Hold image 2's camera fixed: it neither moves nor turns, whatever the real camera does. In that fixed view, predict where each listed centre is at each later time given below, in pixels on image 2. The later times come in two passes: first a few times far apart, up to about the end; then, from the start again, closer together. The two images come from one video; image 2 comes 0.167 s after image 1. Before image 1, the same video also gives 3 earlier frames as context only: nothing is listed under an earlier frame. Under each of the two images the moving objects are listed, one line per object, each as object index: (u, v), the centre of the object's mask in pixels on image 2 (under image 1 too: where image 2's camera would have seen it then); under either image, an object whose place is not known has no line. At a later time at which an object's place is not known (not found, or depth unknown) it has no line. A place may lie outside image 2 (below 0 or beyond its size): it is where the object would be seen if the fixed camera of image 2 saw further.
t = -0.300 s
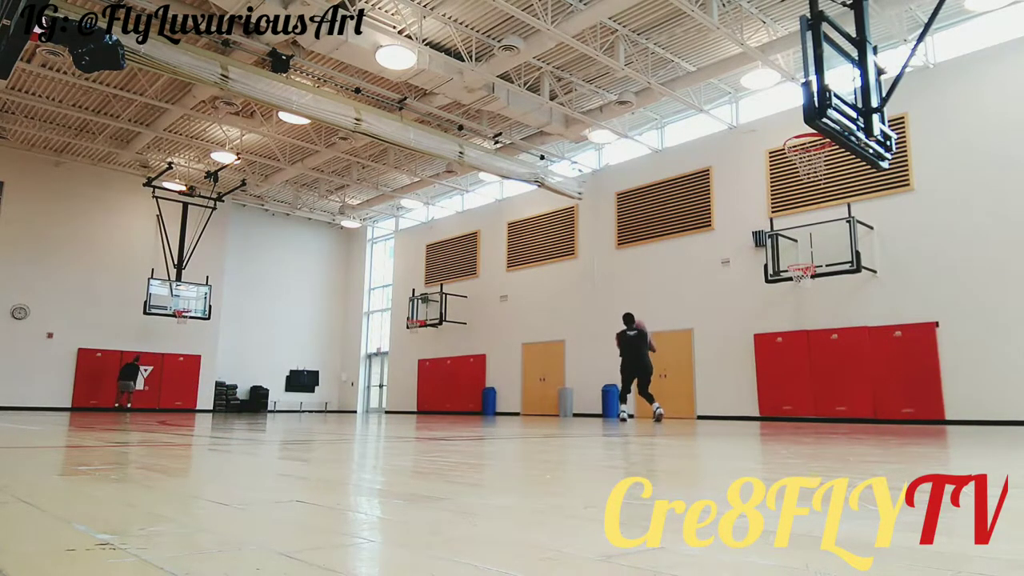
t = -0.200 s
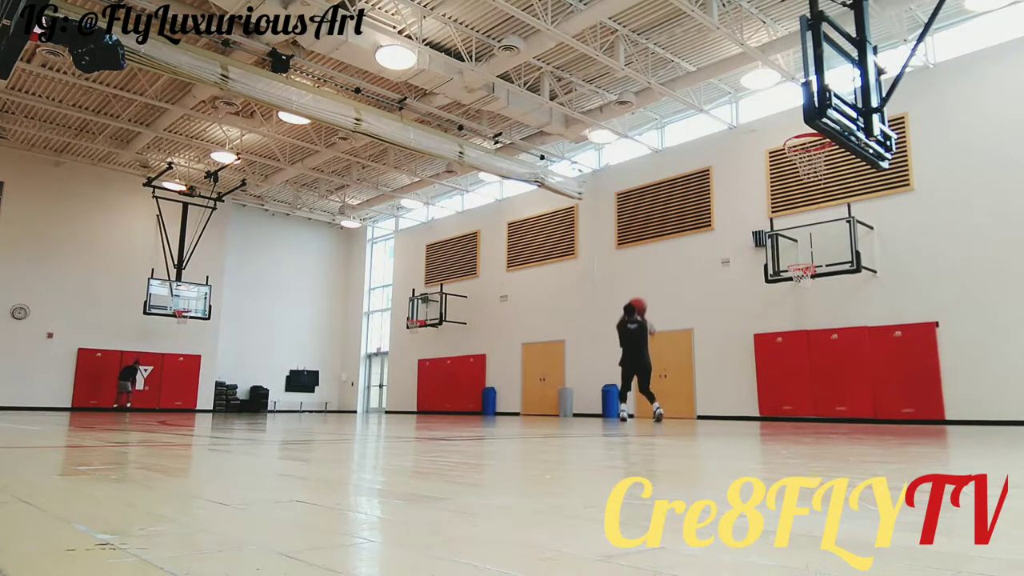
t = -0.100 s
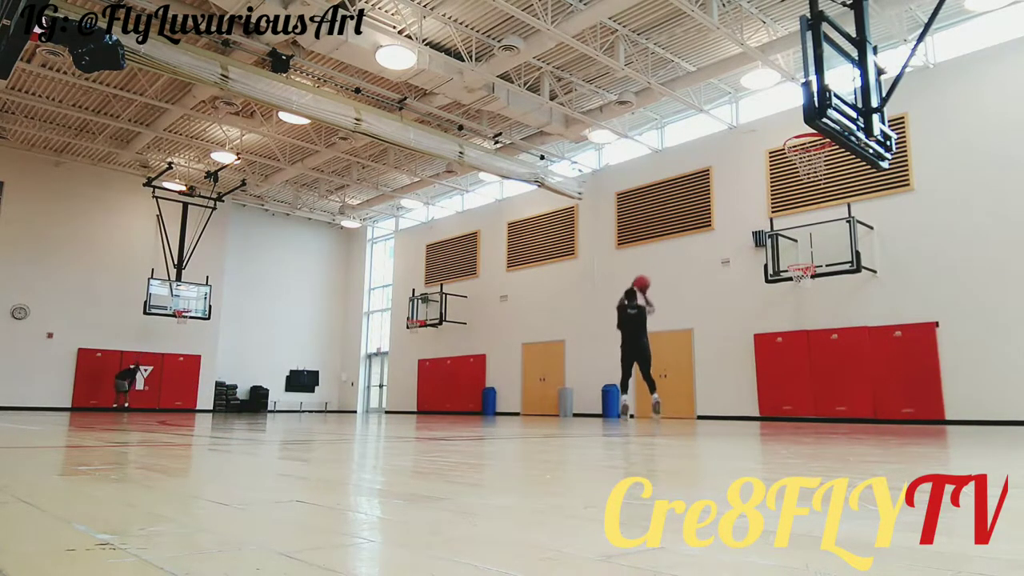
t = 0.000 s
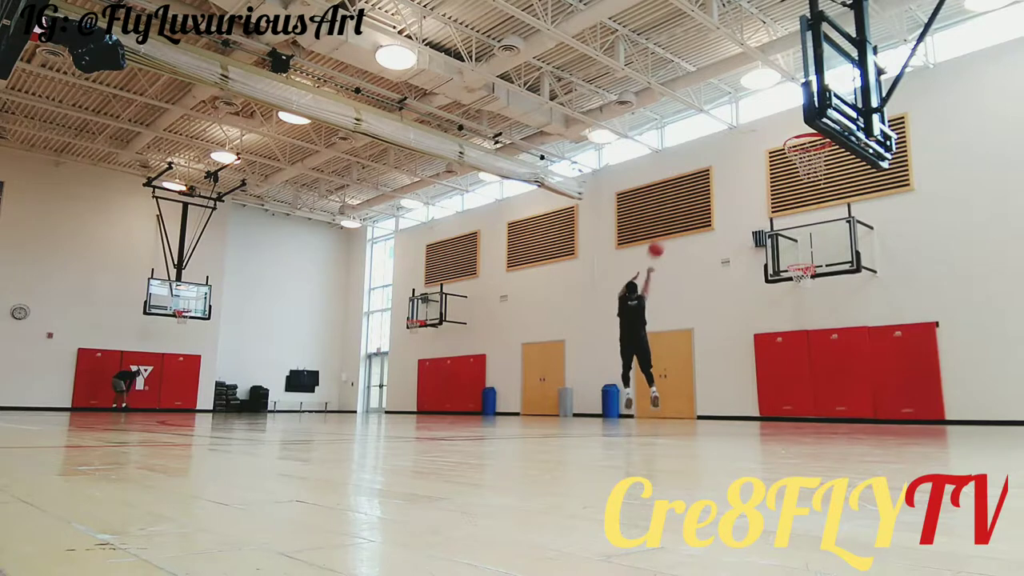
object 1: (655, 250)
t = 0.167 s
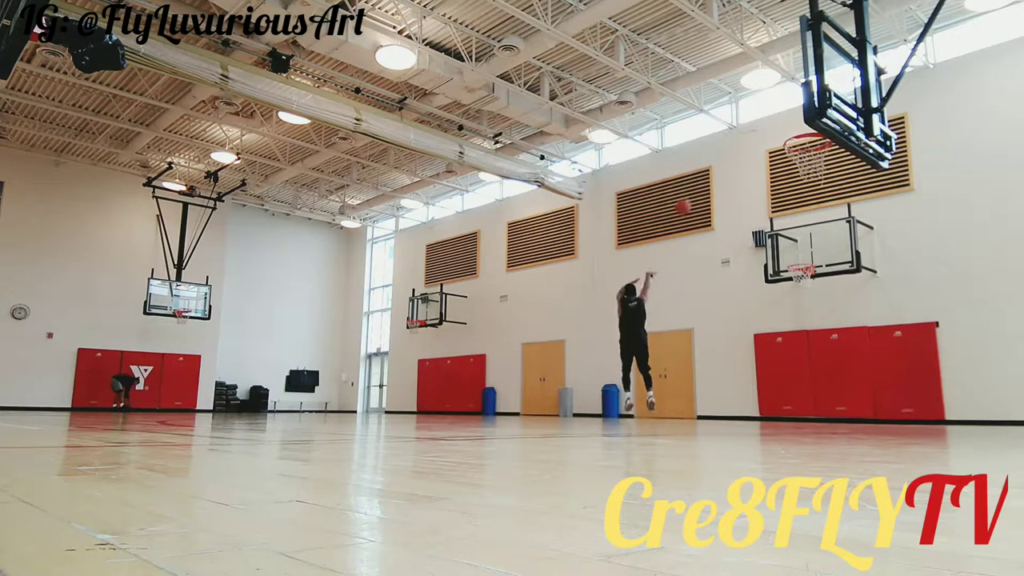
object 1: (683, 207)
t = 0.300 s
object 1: (702, 188)
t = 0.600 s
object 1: (740, 185)
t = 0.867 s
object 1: (770, 220)
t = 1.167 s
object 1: (802, 269)
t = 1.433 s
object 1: (791, 273)
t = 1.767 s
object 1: (799, 288)
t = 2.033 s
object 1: (817, 322)
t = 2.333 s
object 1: (844, 404)
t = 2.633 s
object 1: (857, 363)
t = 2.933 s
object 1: (871, 344)
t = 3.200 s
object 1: (889, 365)
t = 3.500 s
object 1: (909, 408)
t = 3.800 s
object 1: (923, 376)
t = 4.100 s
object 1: (941, 390)
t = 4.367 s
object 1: (953, 405)
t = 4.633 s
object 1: (959, 396)
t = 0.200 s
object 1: (688, 201)
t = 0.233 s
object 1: (692, 196)
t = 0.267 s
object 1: (697, 192)
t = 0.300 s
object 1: (702, 188)
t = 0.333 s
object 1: (706, 186)
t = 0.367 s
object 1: (710, 184)
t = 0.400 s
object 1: (715, 182)
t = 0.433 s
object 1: (719, 181)
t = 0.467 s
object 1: (723, 181)
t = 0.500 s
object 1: (728, 181)
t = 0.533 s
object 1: (732, 182)
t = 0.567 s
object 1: (736, 183)
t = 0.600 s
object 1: (740, 185)
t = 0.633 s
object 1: (744, 188)
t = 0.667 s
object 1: (748, 191)
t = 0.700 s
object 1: (751, 195)
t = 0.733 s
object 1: (755, 199)
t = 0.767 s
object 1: (759, 203)
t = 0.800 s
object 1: (762, 208)
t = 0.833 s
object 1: (766, 214)
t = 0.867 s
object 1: (770, 220)
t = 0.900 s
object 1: (774, 225)
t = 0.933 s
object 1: (778, 233)
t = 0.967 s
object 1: (781, 239)
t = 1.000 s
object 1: (785, 248)
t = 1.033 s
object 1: (788, 256)
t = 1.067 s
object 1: (792, 263)
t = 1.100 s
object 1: (796, 266)
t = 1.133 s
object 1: (799, 268)
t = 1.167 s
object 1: (802, 269)
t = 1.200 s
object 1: (804, 269)
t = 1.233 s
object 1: (803, 270)
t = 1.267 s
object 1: (802, 271)
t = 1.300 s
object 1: (801, 273)
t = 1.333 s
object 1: (799, 272)
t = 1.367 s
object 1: (796, 273)
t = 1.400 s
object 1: (793, 273)
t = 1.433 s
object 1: (791, 273)
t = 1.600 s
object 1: (790, 279)
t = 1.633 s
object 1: (792, 280)
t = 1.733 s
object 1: (796, 285)
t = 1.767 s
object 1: (799, 288)
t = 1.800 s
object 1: (802, 290)
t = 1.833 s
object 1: (803, 292)
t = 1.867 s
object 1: (806, 296)
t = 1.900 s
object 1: (808, 300)
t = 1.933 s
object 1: (810, 305)
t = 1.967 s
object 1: (813, 310)
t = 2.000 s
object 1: (815, 315)
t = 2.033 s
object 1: (817, 322)
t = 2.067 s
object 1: (820, 327)
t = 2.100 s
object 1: (824, 335)
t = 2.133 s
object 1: (827, 343)
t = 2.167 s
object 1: (830, 353)
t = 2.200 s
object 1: (832, 361)
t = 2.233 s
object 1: (835, 371)
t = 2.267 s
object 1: (839, 381)
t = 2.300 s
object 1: (841, 392)
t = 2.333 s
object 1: (844, 404)
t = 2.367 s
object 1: (845, 416)
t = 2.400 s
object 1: (847, 410)
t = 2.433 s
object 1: (849, 401)
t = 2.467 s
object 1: (850, 393)
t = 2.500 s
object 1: (851, 386)
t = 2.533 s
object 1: (853, 379)
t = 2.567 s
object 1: (854, 373)
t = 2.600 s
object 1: (856, 368)
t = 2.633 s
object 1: (857, 363)
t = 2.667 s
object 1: (858, 359)
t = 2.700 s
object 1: (860, 355)
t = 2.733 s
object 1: (861, 352)
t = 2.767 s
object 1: (862, 349)
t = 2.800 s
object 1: (864, 348)
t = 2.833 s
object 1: (866, 346)
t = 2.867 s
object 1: (867, 345)
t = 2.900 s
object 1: (869, 344)
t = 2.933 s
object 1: (871, 344)
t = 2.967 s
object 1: (873, 345)
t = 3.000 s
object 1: (876, 346)
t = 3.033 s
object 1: (877, 348)
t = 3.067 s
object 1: (879, 350)
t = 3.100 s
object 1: (881, 353)
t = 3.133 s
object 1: (885, 356)
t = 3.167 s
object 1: (887, 360)
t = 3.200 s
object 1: (889, 365)
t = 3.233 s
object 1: (892, 370)
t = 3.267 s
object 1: (894, 375)
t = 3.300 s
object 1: (896, 382)
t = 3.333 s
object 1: (898, 389)
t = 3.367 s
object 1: (901, 397)
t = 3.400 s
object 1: (904, 405)
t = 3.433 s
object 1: (908, 415)
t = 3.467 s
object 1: (909, 414)
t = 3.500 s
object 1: (909, 408)
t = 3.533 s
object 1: (910, 402)
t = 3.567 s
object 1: (912, 397)
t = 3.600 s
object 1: (913, 392)
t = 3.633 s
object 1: (915, 388)
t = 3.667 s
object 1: (916, 384)
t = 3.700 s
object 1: (918, 382)
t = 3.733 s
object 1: (920, 379)
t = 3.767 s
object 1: (921, 377)
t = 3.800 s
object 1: (923, 376)
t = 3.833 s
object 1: (924, 375)
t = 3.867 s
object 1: (926, 374)
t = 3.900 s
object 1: (928, 375)
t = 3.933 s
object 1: (929, 376)
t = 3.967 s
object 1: (932, 377)
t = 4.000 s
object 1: (934, 379)
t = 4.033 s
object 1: (936, 382)
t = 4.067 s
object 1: (937, 385)
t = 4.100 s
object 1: (941, 390)
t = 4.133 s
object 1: (944, 396)
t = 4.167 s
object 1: (946, 400)
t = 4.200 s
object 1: (947, 406)
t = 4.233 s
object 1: (949, 413)
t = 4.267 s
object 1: (950, 418)
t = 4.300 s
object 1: (951, 414)
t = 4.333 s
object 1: (951, 410)
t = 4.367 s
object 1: (953, 405)
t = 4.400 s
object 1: (954, 402)
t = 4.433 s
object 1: (956, 399)
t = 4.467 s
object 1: (956, 397)
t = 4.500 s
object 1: (957, 396)
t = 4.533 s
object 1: (957, 395)
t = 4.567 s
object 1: (958, 395)
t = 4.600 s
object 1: (959, 395)
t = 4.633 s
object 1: (959, 396)
